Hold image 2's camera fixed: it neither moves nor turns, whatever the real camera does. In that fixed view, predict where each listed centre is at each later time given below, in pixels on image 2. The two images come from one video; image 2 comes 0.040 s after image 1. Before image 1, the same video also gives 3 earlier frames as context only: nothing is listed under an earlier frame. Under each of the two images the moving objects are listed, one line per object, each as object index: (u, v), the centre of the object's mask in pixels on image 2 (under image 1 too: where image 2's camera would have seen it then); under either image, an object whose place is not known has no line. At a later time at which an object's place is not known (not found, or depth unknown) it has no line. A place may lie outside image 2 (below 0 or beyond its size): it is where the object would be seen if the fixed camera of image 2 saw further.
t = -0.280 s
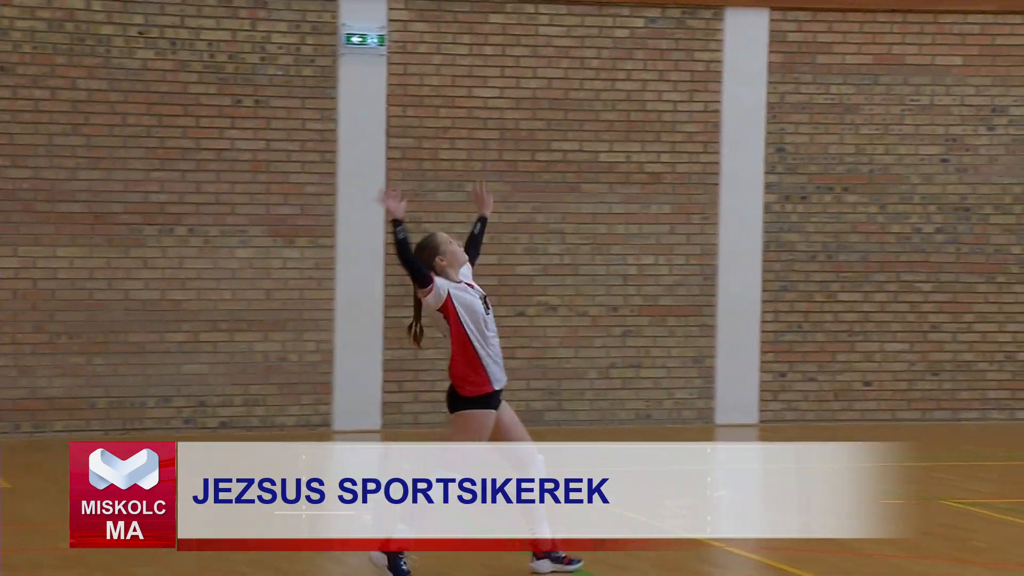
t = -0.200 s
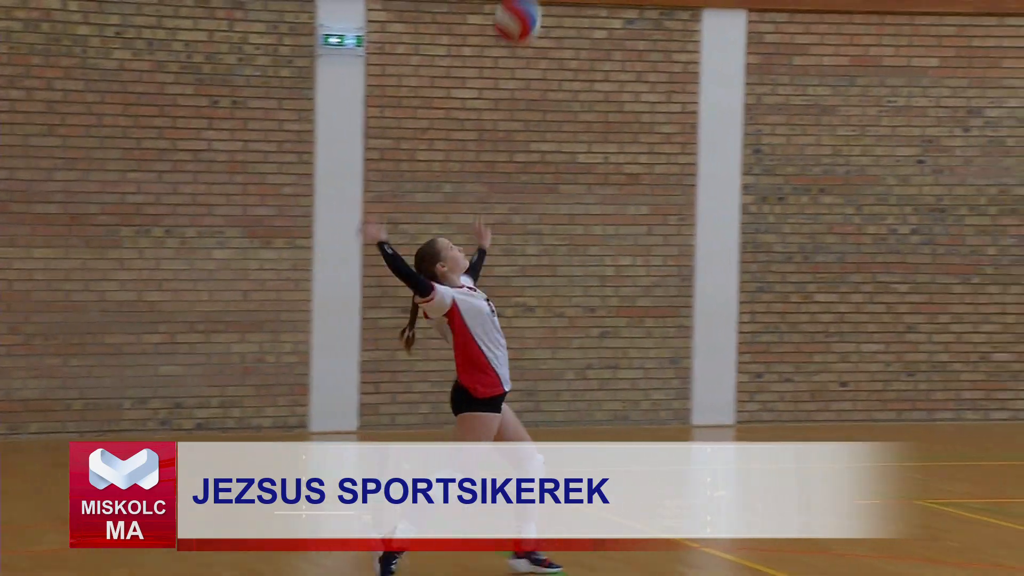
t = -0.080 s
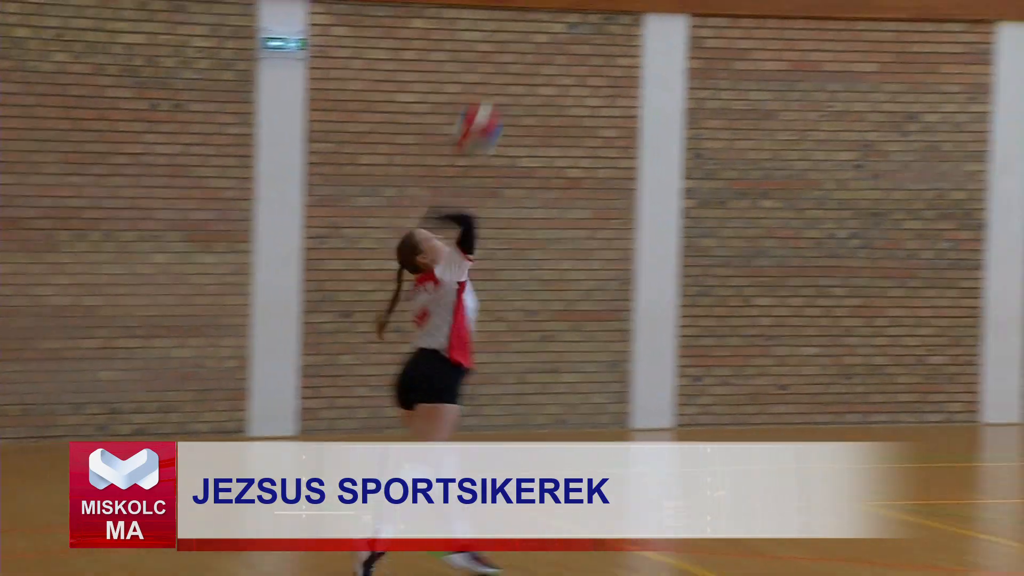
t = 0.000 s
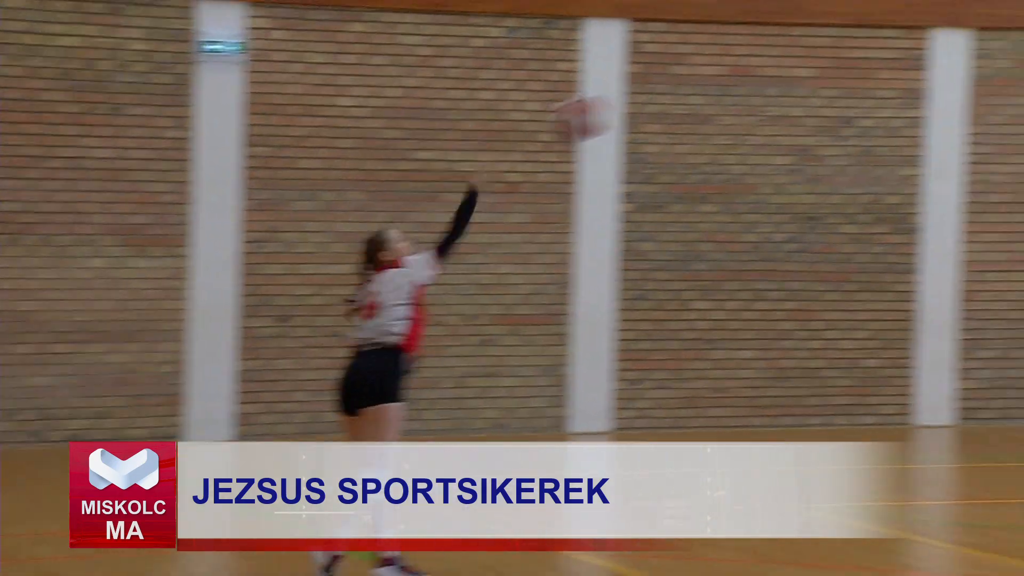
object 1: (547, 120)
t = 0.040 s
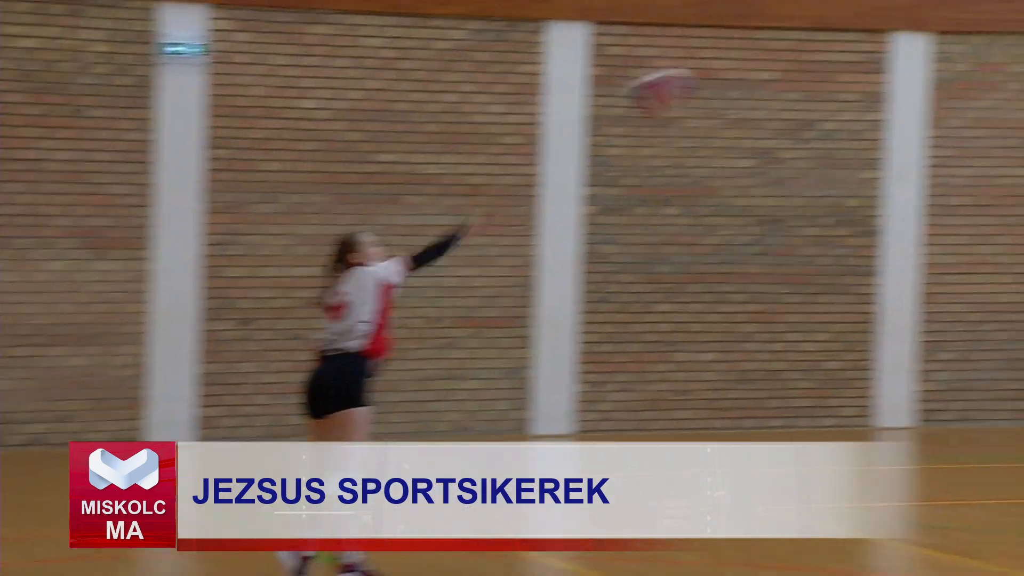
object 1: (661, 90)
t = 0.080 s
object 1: (776, 62)
